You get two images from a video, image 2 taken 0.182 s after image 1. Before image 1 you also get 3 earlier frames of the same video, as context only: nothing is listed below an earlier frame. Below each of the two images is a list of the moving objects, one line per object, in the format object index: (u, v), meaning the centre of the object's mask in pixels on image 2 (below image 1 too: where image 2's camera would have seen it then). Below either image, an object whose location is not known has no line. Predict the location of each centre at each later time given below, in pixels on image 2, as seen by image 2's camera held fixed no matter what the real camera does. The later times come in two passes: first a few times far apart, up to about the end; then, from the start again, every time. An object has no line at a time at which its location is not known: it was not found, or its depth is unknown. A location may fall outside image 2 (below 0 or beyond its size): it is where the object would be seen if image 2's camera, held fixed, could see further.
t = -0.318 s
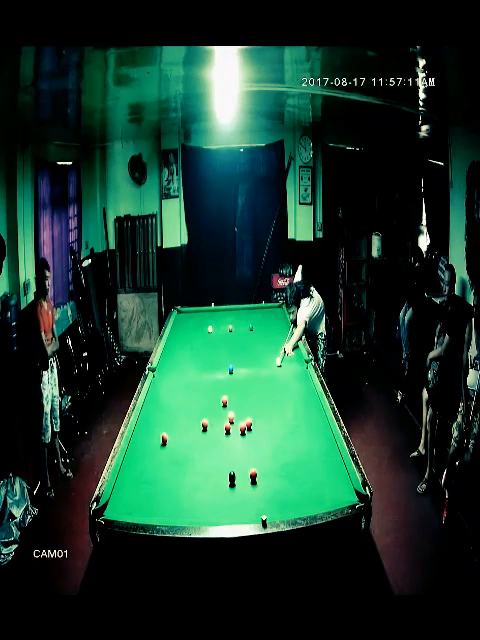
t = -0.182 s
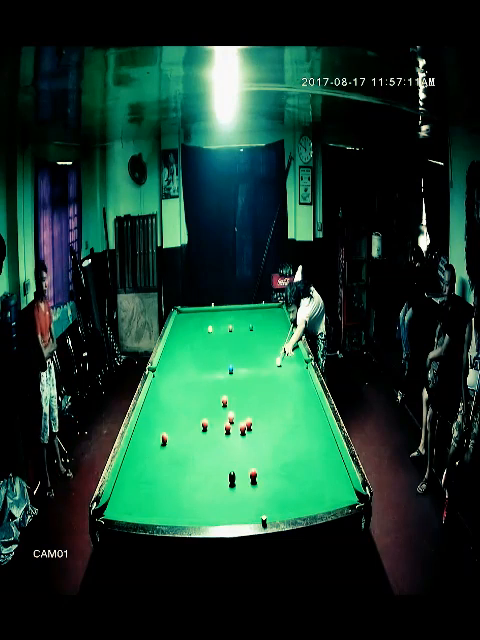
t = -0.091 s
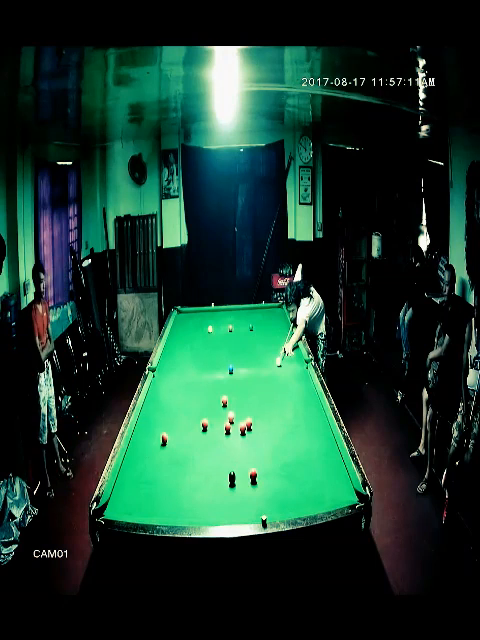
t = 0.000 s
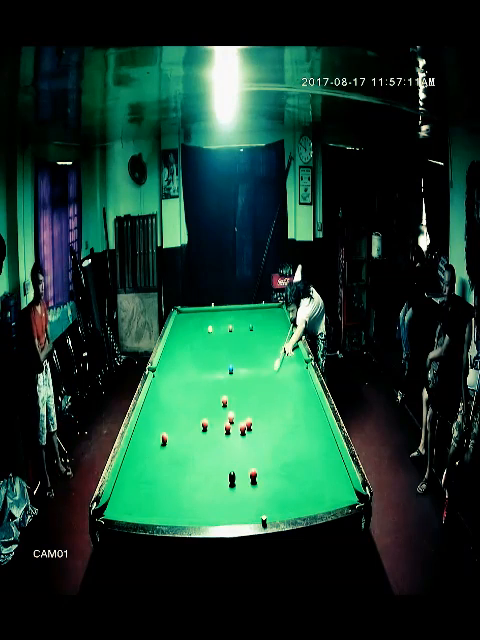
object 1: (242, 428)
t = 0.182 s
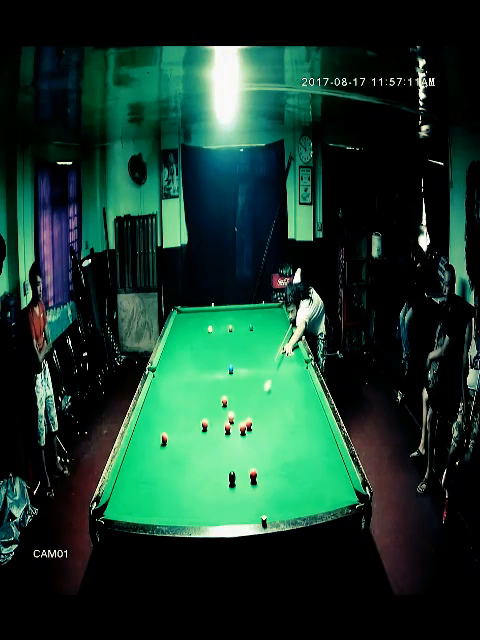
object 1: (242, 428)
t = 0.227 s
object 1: (242, 429)
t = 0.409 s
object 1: (238, 430)
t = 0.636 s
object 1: (215, 445)
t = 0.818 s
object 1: (197, 457)
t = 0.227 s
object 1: (242, 429)
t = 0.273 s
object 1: (242, 428)
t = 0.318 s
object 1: (242, 428)
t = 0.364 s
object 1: (242, 428)
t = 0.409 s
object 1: (238, 430)
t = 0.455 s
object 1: (233, 433)
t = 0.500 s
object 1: (228, 436)
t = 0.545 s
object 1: (224, 440)
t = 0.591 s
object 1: (219, 442)
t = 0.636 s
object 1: (215, 445)
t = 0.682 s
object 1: (211, 449)
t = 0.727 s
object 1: (206, 452)
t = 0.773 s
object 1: (202, 454)
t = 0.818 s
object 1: (197, 457)
